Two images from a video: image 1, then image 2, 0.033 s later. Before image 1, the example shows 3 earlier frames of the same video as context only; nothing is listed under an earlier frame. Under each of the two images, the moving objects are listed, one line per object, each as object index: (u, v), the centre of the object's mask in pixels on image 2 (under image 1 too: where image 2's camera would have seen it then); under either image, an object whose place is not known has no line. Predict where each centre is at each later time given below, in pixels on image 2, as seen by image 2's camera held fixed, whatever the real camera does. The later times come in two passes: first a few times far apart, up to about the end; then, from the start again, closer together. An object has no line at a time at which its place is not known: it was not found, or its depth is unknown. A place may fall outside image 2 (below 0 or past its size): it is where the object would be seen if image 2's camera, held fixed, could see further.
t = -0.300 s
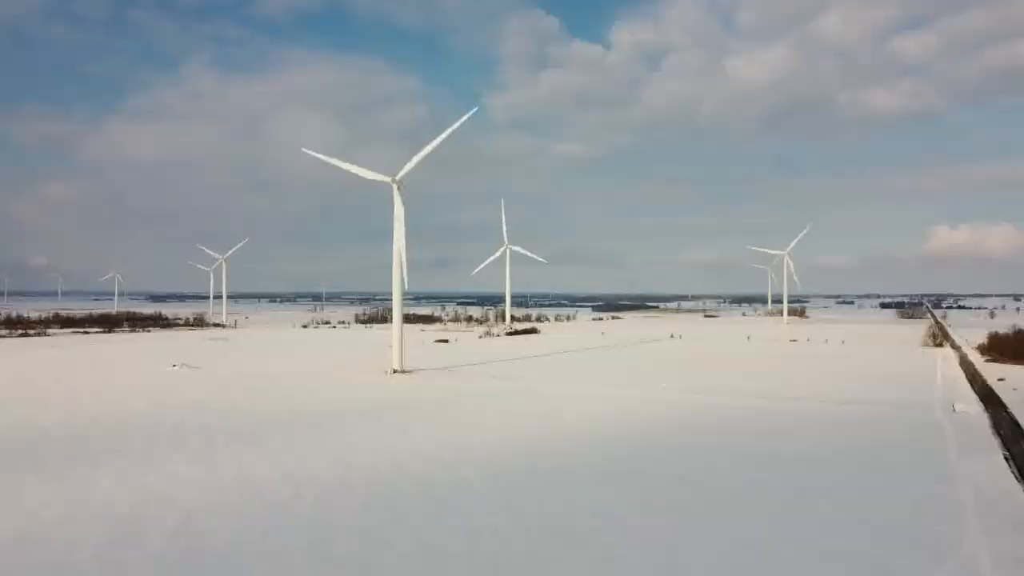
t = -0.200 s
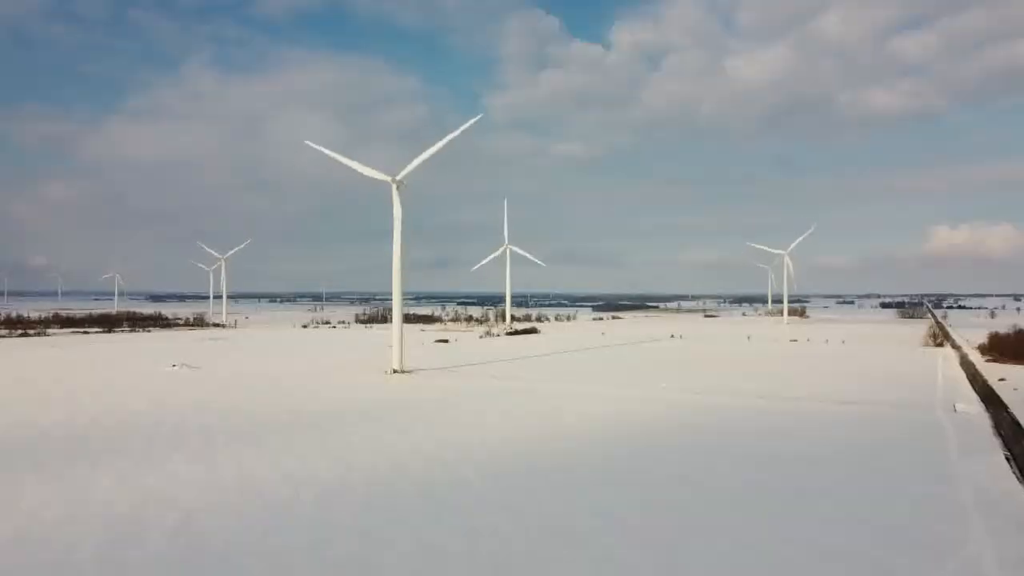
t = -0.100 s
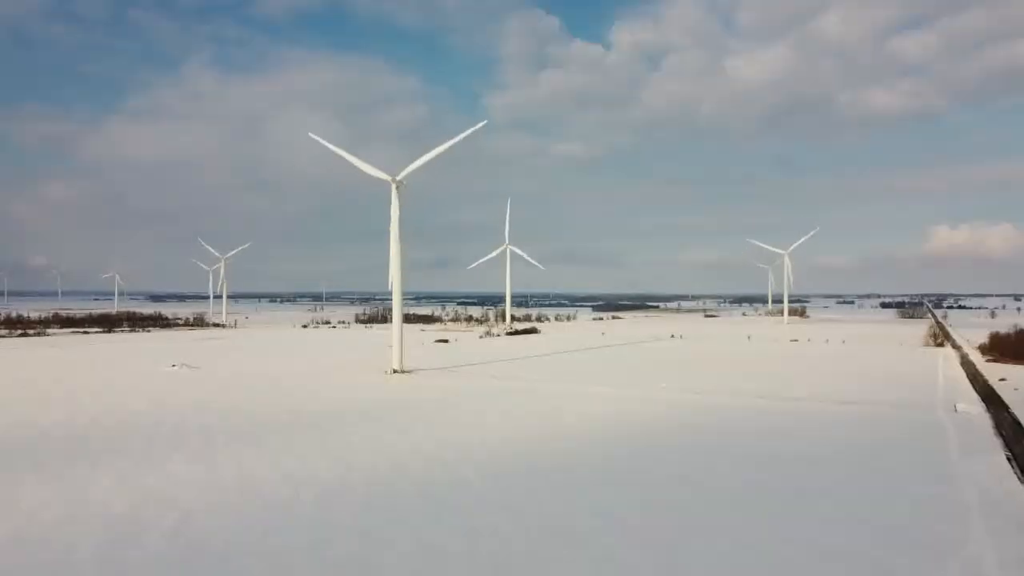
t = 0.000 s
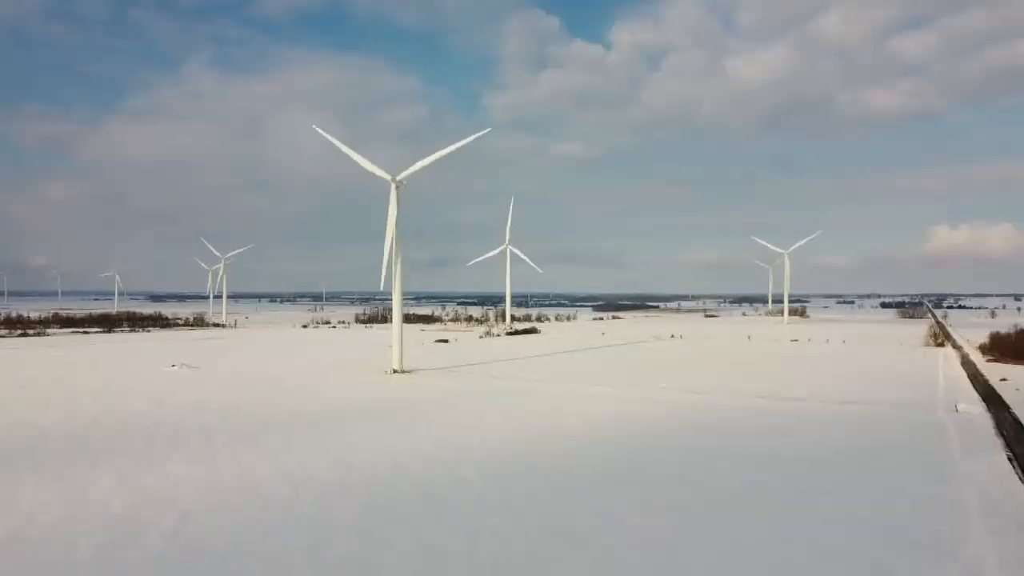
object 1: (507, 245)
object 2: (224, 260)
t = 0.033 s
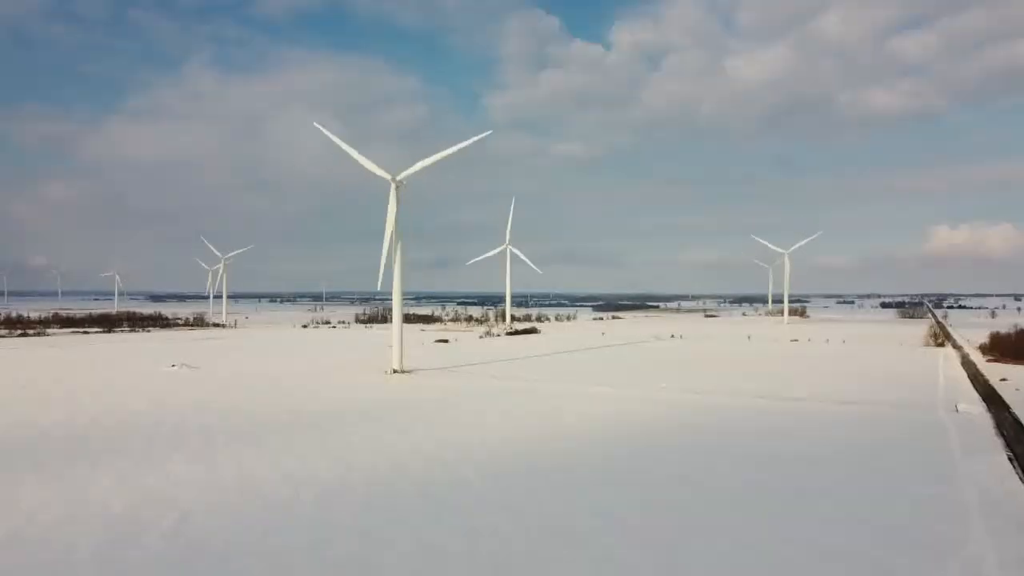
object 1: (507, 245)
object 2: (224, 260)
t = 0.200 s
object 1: (507, 245)
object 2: (224, 261)
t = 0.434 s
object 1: (507, 245)
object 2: (225, 261)
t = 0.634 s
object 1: (509, 244)
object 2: (225, 260)
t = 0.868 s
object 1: (507, 245)
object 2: (225, 261)
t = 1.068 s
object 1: (509, 241)
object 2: (226, 262)
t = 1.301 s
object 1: (507, 245)
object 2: (222, 262)
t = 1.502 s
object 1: (507, 245)
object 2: (221, 259)
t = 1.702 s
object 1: (507, 245)
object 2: (221, 263)
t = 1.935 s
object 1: (507, 245)
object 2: (221, 261)
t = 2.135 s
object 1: (507, 245)
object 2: (221, 259)
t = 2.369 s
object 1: (507, 245)
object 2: (221, 262)
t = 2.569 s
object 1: (507, 245)
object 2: (221, 261)
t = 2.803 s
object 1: (508, 245)
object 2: (222, 260)
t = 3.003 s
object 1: (507, 245)
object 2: (222, 259)
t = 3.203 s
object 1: (508, 245)
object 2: (222, 260)
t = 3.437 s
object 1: (508, 245)
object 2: (222, 258)
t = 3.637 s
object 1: (508, 245)
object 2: (221, 259)
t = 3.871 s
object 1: (514, 241)
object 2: (219, 260)
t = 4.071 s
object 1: (507, 245)
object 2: (216, 265)
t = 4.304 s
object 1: (508, 245)
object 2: (218, 261)
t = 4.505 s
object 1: (507, 245)
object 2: (218, 259)
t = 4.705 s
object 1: (507, 245)
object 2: (218, 262)
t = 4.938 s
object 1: (507, 245)
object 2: (217, 259)
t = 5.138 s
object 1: (507, 245)
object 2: (217, 262)
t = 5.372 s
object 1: (507, 245)
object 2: (217, 259)
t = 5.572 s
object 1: (507, 245)
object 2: (217, 259)
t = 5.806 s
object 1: (507, 245)
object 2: (217, 261)
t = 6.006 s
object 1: (507, 245)
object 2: (217, 257)
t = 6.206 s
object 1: (507, 245)
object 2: (217, 259)
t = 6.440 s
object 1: (507, 243)
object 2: (218, 260)
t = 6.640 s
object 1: (507, 247)
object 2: (215, 264)
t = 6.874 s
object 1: (507, 246)
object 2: (214, 266)
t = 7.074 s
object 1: (507, 245)
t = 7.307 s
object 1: (506, 246)
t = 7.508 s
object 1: (506, 245)
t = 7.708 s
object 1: (506, 245)
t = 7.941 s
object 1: (506, 246)
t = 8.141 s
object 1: (507, 245)
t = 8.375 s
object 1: (507, 245)
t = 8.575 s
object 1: (507, 245)
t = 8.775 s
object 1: (507, 245)
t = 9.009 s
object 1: (506, 244)
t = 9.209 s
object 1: (508, 240)
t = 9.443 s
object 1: (506, 245)
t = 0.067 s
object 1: (507, 245)
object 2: (224, 260)
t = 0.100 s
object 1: (507, 245)
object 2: (224, 263)
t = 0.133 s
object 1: (507, 245)
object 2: (224, 260)
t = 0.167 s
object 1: (507, 245)
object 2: (224, 260)
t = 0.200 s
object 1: (507, 245)
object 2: (224, 261)
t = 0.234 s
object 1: (507, 245)
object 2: (224, 263)
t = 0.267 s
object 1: (507, 244)
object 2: (225, 261)
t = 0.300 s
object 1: (507, 245)
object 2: (225, 261)
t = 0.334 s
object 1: (507, 244)
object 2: (225, 261)
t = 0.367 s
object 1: (507, 245)
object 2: (224, 261)
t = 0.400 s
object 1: (507, 244)
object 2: (225, 261)
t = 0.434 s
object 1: (507, 245)
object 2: (225, 261)
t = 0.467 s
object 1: (508, 245)
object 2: (225, 260)
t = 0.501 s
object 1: (508, 245)
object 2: (225, 260)
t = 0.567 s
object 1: (507, 244)
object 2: (225, 260)
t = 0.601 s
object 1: (508, 244)
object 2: (225, 260)
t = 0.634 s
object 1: (509, 244)
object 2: (225, 260)
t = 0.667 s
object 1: (507, 244)
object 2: (225, 259)
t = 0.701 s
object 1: (507, 245)
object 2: (225, 259)
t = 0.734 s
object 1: (507, 245)
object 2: (225, 260)
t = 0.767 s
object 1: (507, 244)
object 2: (225, 261)
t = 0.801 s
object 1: (508, 245)
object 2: (225, 261)
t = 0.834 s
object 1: (507, 244)
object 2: (225, 261)
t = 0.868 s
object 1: (507, 245)
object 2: (225, 261)
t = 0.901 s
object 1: (508, 245)
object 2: (225, 262)
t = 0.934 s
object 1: (507, 245)
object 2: (225, 262)
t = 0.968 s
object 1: (507, 244)
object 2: (225, 262)
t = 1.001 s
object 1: (507, 244)
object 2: (225, 262)
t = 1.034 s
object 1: (507, 244)
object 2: (226, 262)
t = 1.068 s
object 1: (509, 241)
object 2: (226, 262)
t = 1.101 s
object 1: (509, 240)
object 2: (225, 261)
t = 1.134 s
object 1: (510, 239)
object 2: (225, 261)
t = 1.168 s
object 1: (510, 239)
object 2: (226, 261)
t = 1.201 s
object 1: (512, 239)
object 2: (225, 262)
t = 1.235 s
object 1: (509, 247)
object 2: (223, 261)
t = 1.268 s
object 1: (507, 246)
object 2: (223, 262)
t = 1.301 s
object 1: (507, 245)
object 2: (222, 262)
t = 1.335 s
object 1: (507, 245)
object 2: (222, 260)
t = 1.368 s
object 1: (507, 245)
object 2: (222, 260)
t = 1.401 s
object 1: (507, 245)
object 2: (224, 259)
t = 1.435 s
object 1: (507, 245)
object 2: (223, 260)
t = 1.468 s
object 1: (507, 245)
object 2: (222, 259)
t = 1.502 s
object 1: (507, 245)
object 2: (221, 259)
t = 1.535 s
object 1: (507, 245)
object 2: (221, 259)
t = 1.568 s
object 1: (507, 245)
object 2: (221, 259)
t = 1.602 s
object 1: (507, 245)
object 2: (221, 259)
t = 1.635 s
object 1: (507, 245)
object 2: (222, 259)
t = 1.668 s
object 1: (507, 245)
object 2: (221, 263)
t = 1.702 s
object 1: (507, 245)
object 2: (221, 263)
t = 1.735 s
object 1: (507, 245)
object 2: (221, 265)
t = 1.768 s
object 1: (507, 245)
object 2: (222, 261)
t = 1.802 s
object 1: (507, 245)
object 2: (221, 261)
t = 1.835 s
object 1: (507, 245)
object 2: (221, 262)
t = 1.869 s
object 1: (506, 245)
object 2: (221, 262)
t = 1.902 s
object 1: (506, 245)
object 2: (221, 261)
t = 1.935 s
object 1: (507, 245)
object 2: (221, 261)
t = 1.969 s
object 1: (508, 245)
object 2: (221, 262)
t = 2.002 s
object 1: (507, 245)
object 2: (221, 260)
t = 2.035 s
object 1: (507, 245)
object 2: (221, 261)
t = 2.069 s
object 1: (507, 245)
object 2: (221, 260)
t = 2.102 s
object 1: (507, 245)
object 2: (221, 259)
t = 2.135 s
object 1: (507, 245)
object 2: (221, 259)
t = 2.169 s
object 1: (507, 245)
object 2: (221, 259)
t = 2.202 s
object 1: (507, 245)
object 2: (221, 258)
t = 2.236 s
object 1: (507, 245)
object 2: (221, 258)
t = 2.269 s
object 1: (507, 246)
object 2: (221, 257)
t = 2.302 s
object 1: (508, 245)
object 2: (221, 258)
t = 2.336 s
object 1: (507, 245)
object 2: (221, 258)
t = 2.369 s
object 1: (507, 245)
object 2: (221, 262)
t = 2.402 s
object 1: (508, 245)
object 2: (221, 260)
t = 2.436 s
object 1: (507, 245)
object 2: (221, 261)
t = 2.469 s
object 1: (507, 246)
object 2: (221, 260)
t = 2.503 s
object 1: (507, 245)
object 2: (221, 261)
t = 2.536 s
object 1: (507, 245)
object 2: (221, 261)
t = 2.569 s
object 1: (507, 245)
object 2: (221, 261)
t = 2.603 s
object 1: (507, 245)
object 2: (222, 261)
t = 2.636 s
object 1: (507, 246)
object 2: (221, 261)
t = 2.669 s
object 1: (507, 245)
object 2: (221, 261)
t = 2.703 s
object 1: (507, 246)
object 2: (221, 260)
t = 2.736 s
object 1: (507, 245)
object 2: (221, 260)
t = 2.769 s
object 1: (507, 245)
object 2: (222, 260)
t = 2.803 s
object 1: (508, 245)
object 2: (222, 260)
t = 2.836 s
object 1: (507, 245)
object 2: (222, 259)
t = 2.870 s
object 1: (507, 245)
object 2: (222, 260)
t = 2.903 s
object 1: (508, 245)
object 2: (222, 260)
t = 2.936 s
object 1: (508, 245)
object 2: (222, 260)
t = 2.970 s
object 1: (507, 245)
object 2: (222, 261)
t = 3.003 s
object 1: (507, 245)
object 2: (222, 259)
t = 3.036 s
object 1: (508, 245)
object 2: (222, 259)
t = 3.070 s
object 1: (507, 245)
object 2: (222, 261)
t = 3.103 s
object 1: (507, 245)
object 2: (222, 261)
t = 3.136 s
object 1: (508, 245)
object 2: (222, 260)
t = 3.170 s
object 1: (508, 245)
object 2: (222, 260)
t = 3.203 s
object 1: (508, 245)
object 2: (222, 260)
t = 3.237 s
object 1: (508, 245)
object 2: (222, 260)
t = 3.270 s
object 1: (508, 245)
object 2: (222, 260)
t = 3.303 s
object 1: (508, 245)
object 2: (222, 260)
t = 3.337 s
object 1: (508, 245)
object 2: (221, 259)
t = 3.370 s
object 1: (508, 245)
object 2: (222, 259)
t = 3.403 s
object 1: (508, 245)
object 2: (221, 259)
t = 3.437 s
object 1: (508, 245)
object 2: (222, 258)
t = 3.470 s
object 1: (508, 245)
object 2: (221, 258)
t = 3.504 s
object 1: (508, 245)
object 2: (222, 259)
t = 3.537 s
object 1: (508, 245)
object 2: (221, 259)
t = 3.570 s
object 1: (508, 245)
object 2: (221, 260)
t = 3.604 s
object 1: (508, 245)
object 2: (221, 259)
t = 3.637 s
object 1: (508, 245)
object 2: (221, 259)
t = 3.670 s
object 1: (507, 245)
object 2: (220, 259)
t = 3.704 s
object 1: (508, 244)
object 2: (218, 260)
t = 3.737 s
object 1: (507, 244)
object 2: (218, 261)
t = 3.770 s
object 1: (508, 241)
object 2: (219, 260)
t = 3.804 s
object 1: (509, 241)
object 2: (219, 260)
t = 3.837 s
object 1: (510, 241)
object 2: (219, 260)
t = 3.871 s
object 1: (514, 241)
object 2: (219, 260)
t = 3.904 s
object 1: (508, 247)
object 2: (218, 261)
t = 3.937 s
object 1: (507, 246)
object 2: (218, 261)
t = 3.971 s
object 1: (507, 246)
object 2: (218, 261)
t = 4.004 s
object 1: (507, 247)
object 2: (217, 262)
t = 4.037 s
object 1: (507, 245)
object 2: (216, 264)
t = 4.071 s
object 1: (507, 245)
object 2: (216, 265)
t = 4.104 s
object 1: (507, 246)
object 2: (217, 263)
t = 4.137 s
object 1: (508, 246)
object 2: (216, 265)
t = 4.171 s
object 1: (507, 246)
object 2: (218, 263)
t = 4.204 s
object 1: (507, 245)
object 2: (217, 263)
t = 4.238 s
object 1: (507, 245)
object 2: (217, 262)
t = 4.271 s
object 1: (507, 245)
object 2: (217, 262)
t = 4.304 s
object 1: (508, 245)
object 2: (218, 261)
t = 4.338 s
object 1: (507, 245)
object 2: (218, 262)
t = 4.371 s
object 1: (507, 245)
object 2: (218, 265)
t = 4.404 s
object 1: (507, 245)
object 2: (217, 260)
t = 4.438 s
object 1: (507, 245)
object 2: (217, 259)
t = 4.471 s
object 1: (507, 245)
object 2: (218, 259)
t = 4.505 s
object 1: (507, 245)
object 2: (218, 259)
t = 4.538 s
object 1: (507, 245)
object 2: (217, 260)
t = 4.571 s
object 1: (507, 245)
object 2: (218, 259)
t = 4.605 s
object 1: (506, 245)
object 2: (218, 259)
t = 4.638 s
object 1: (507, 245)
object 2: (217, 258)
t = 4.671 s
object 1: (507, 245)
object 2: (218, 262)
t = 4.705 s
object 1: (507, 245)
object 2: (218, 262)
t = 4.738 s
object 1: (507, 245)
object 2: (218, 262)
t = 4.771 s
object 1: (507, 245)
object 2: (218, 262)
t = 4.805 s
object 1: (506, 245)
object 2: (218, 261)
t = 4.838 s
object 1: (507, 245)
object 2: (218, 261)
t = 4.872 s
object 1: (507, 245)
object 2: (218, 261)
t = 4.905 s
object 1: (507, 245)
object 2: (218, 261)
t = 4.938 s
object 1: (507, 245)
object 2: (217, 259)
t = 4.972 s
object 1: (507, 245)
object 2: (218, 260)
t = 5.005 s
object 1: (507, 245)
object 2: (218, 261)
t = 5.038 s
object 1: (507, 244)
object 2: (218, 259)
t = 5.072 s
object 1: (507, 245)
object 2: (218, 259)
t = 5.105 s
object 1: (507, 245)
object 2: (217, 259)
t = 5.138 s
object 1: (507, 245)
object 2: (217, 262)
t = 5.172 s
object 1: (507, 244)
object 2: (217, 259)
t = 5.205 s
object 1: (507, 245)
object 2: (217, 258)
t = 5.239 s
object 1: (507, 244)
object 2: (217, 258)
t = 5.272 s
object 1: (507, 244)
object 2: (217, 258)
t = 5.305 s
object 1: (507, 245)
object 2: (217, 258)
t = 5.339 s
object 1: (507, 245)
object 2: (217, 259)
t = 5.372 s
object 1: (507, 245)
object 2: (217, 259)
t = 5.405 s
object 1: (507, 245)
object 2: (217, 259)
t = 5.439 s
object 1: (507, 245)
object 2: (217, 258)
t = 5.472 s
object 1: (507, 245)
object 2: (217, 258)
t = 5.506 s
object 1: (507, 246)
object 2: (217, 258)
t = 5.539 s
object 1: (507, 245)
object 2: (217, 258)
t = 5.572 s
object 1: (507, 245)
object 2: (217, 259)
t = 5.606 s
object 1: (507, 245)
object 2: (217, 259)
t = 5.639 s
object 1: (507, 245)
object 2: (217, 259)
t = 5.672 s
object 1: (506, 245)
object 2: (217, 259)
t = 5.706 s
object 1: (507, 245)
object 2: (217, 260)
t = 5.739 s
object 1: (507, 245)
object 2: (217, 262)
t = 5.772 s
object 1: (507, 245)
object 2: (217, 262)
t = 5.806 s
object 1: (507, 245)
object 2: (217, 261)
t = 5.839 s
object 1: (507, 245)
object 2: (217, 261)
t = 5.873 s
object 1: (507, 245)
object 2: (217, 259)
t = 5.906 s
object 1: (507, 245)
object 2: (217, 258)
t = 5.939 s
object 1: (507, 245)
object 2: (216, 258)
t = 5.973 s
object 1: (507, 245)
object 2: (217, 257)
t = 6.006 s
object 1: (507, 245)
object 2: (217, 257)
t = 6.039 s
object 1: (508, 245)
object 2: (218, 258)
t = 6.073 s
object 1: (507, 244)
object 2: (217, 258)
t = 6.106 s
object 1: (507, 245)
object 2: (217, 258)
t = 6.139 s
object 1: (507, 245)
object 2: (217, 259)
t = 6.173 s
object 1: (507, 245)
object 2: (217, 259)
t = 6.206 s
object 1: (507, 245)
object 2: (217, 259)
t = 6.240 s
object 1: (507, 245)
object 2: (217, 259)
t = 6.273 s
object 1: (507, 245)
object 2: (217, 260)
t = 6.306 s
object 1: (507, 244)
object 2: (217, 261)
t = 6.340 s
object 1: (507, 245)
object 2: (217, 261)
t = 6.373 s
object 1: (507, 245)
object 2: (217, 261)
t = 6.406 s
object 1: (507, 244)
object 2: (218, 260)
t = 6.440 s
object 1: (507, 243)
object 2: (218, 260)
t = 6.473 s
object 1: (509, 240)
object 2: (218, 261)
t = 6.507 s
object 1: (510, 239)
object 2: (218, 260)
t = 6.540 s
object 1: (511, 238)
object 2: (217, 261)
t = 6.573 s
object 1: (511, 239)
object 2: (217, 262)
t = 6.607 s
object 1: (507, 247)
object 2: (217, 262)
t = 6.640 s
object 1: (507, 247)
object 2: (215, 264)
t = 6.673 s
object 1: (506, 247)
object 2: (215, 264)
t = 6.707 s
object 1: (507, 246)
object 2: (214, 264)
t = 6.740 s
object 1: (506, 246)
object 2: (214, 264)
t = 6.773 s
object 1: (507, 246)
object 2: (214, 264)
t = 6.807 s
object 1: (507, 246)
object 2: (214, 265)
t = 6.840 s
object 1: (506, 246)
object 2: (214, 265)
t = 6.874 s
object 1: (507, 246)
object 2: (214, 266)
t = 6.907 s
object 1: (507, 245)
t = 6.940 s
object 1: (506, 245)
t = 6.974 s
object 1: (506, 245)
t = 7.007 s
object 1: (506, 245)
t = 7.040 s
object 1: (507, 245)
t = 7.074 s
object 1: (507, 245)
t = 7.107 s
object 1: (506, 245)
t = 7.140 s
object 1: (507, 245)
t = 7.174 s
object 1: (507, 245)
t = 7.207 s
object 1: (506, 245)
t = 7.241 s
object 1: (507, 245)
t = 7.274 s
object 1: (506, 245)
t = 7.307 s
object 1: (506, 246)
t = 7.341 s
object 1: (506, 245)
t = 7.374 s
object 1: (506, 245)
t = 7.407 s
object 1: (506, 245)
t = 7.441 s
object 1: (506, 245)
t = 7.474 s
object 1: (506, 245)
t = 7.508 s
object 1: (506, 245)
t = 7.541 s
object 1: (506, 245)
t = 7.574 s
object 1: (506, 245)
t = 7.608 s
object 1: (506, 245)
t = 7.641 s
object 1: (507, 245)
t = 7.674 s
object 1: (506, 245)
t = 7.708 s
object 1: (506, 245)
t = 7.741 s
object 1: (507, 244)
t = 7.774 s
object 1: (507, 245)
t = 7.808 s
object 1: (507, 244)
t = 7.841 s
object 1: (507, 245)
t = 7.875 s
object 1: (507, 245)
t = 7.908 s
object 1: (506, 245)
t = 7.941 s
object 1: (506, 246)
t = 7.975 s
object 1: (507, 246)
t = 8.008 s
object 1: (506, 246)
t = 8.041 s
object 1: (507, 245)
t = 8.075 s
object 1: (506, 245)
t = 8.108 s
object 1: (506, 245)
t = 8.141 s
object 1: (507, 245)
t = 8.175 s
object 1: (506, 246)
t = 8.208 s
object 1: (506, 245)
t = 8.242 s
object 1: (506, 245)
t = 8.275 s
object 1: (507, 245)
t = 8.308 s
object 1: (506, 245)
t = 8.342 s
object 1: (506, 245)
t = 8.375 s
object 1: (507, 245)
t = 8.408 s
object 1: (506, 245)
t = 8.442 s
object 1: (506, 245)
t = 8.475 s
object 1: (506, 245)
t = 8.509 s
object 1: (506, 244)
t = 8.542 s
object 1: (506, 245)
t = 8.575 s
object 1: (507, 245)
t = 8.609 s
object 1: (507, 245)
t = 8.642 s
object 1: (507, 244)
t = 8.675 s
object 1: (507, 245)
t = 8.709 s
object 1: (506, 245)
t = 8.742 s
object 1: (507, 245)
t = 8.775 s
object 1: (507, 245)
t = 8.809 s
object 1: (507, 245)
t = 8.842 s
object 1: (506, 245)
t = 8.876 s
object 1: (507, 245)
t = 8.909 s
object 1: (507, 244)
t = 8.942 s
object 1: (506, 245)
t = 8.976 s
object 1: (506, 245)
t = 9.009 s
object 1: (506, 244)
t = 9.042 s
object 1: (506, 244)
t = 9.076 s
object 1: (506, 244)
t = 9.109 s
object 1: (506, 245)
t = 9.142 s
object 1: (506, 244)
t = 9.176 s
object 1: (508, 240)
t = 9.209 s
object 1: (508, 240)
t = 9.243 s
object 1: (509, 240)
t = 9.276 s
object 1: (510, 239)
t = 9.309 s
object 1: (506, 246)
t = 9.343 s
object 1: (506, 245)
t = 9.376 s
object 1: (506, 246)
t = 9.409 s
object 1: (506, 245)
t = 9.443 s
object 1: (506, 245)
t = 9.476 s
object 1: (506, 245)
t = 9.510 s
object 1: (506, 245)
